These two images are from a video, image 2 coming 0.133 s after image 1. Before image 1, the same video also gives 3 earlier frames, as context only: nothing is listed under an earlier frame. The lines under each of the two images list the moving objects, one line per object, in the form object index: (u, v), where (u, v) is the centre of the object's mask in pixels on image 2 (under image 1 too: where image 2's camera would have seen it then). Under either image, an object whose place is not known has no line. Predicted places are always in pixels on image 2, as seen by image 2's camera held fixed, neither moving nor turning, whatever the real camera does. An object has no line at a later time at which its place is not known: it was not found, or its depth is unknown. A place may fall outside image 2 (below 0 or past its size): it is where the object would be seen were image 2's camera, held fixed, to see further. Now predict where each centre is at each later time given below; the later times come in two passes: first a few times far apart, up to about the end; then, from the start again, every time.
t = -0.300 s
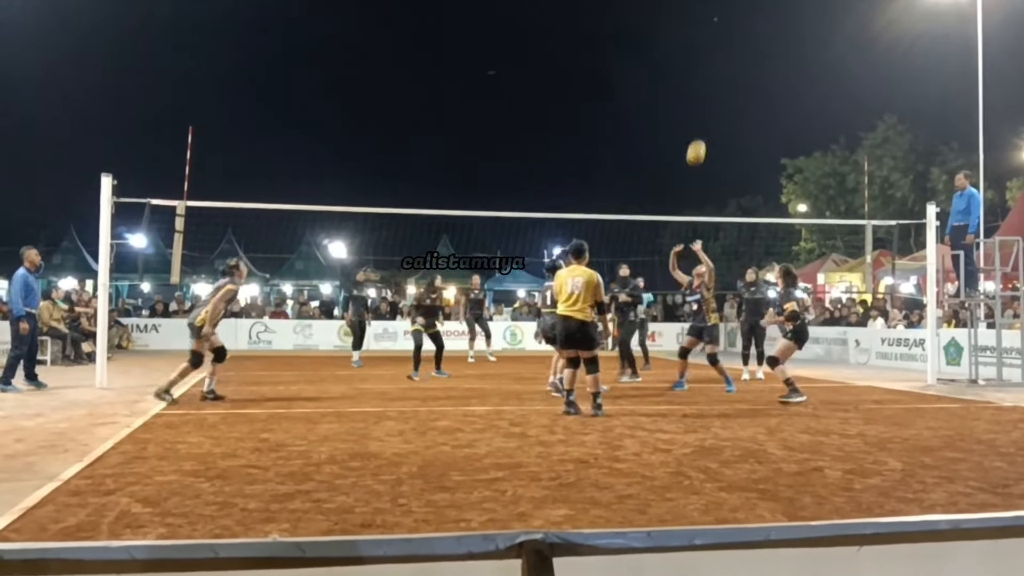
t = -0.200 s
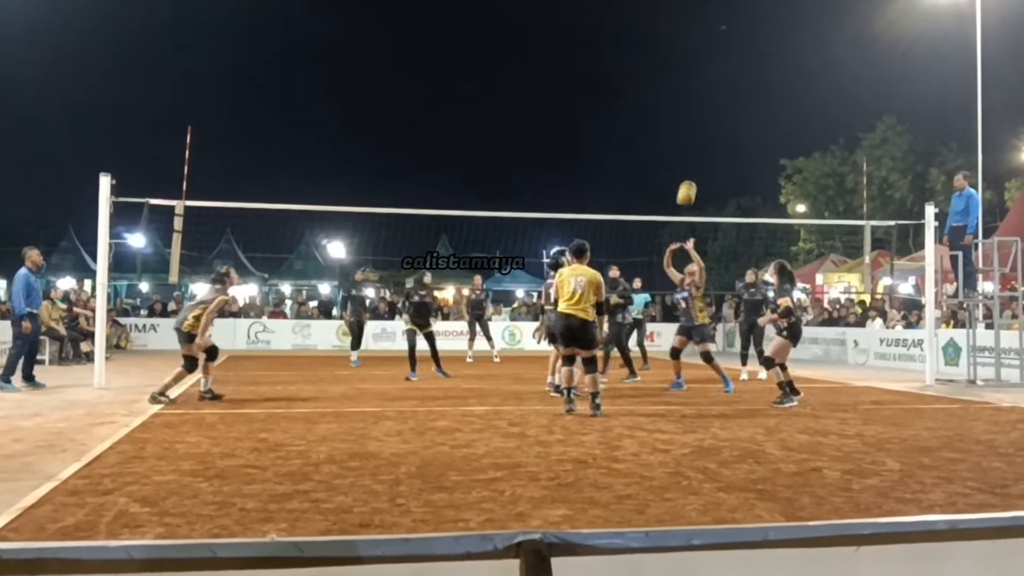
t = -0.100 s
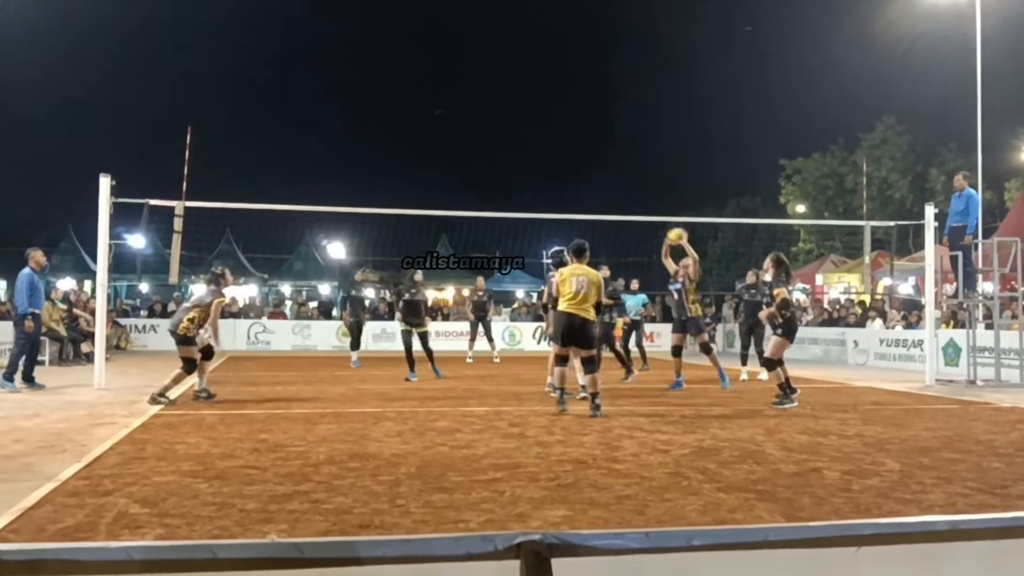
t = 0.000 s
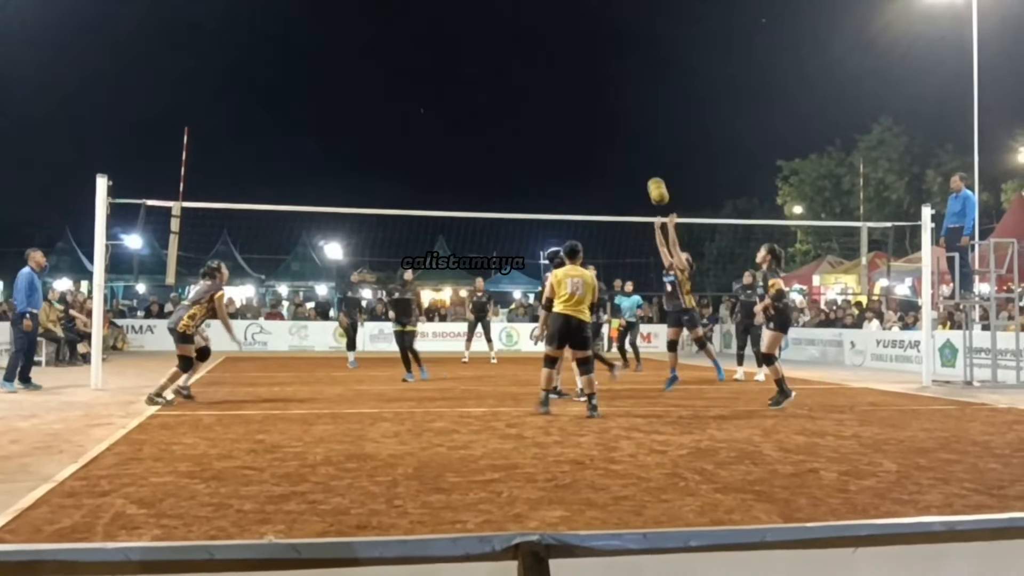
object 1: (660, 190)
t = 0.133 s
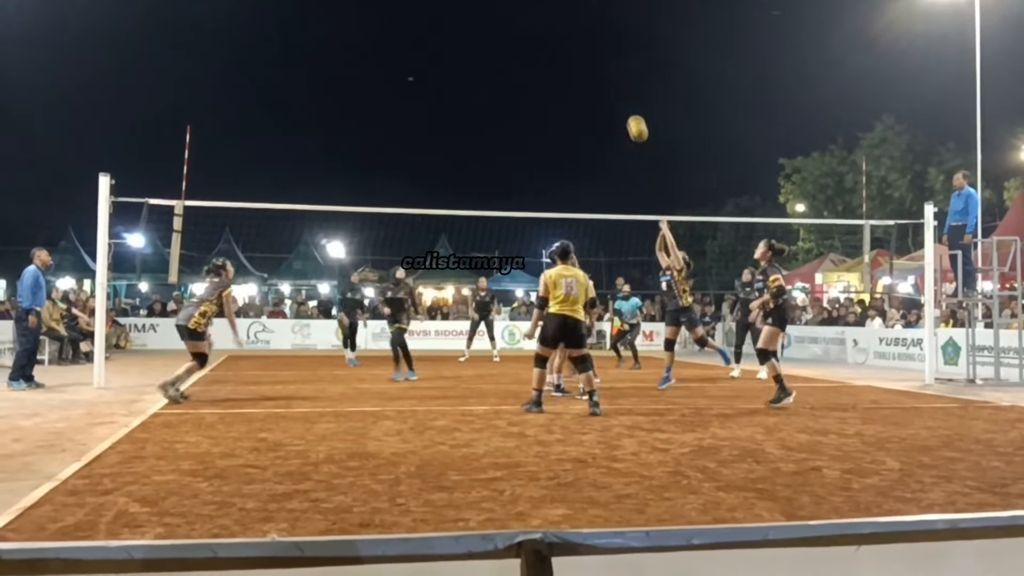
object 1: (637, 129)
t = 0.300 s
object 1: (609, 70)
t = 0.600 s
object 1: (556, 21)
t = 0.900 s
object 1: (498, 48)
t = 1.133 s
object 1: (452, 124)
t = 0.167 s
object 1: (632, 117)
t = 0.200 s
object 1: (626, 102)
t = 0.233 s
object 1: (620, 91)
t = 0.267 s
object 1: (615, 81)
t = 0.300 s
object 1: (609, 70)
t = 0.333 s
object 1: (603, 61)
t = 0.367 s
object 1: (598, 53)
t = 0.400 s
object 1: (592, 46)
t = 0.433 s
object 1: (585, 39)
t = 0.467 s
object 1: (580, 34)
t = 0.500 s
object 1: (574, 29)
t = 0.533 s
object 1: (567, 25)
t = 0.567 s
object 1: (562, 23)
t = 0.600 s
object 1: (556, 21)
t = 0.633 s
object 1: (549, 20)
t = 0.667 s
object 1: (543, 20)
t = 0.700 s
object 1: (536, 21)
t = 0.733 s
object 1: (530, 23)
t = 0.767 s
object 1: (524, 26)
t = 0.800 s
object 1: (517, 30)
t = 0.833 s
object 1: (510, 35)
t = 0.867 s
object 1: (505, 40)
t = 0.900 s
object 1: (498, 48)
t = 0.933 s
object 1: (491, 56)
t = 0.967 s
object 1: (485, 64)
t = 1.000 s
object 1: (478, 76)
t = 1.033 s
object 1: (472, 85)
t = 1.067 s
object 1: (465, 97)
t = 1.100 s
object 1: (458, 111)
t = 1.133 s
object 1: (452, 124)
